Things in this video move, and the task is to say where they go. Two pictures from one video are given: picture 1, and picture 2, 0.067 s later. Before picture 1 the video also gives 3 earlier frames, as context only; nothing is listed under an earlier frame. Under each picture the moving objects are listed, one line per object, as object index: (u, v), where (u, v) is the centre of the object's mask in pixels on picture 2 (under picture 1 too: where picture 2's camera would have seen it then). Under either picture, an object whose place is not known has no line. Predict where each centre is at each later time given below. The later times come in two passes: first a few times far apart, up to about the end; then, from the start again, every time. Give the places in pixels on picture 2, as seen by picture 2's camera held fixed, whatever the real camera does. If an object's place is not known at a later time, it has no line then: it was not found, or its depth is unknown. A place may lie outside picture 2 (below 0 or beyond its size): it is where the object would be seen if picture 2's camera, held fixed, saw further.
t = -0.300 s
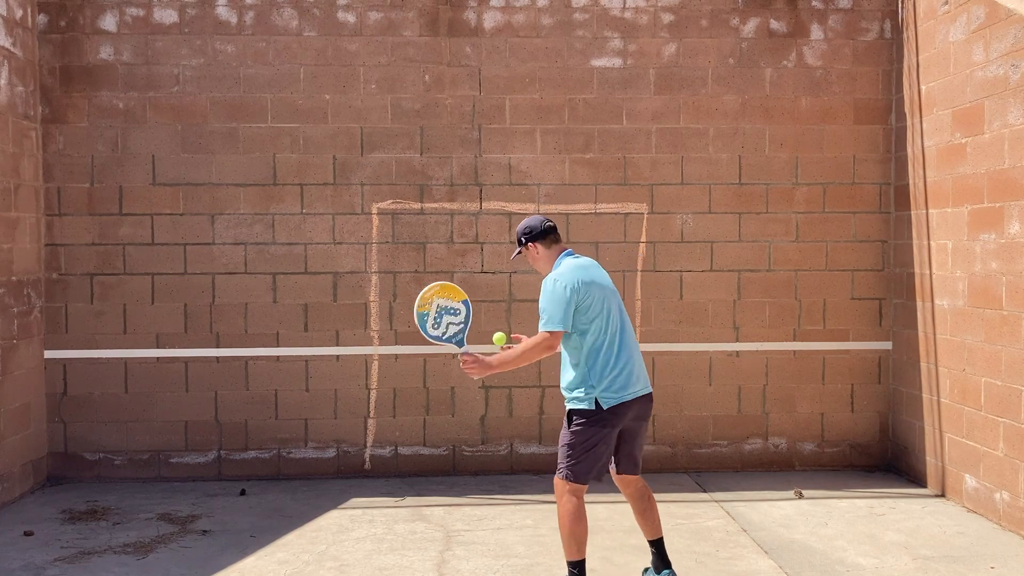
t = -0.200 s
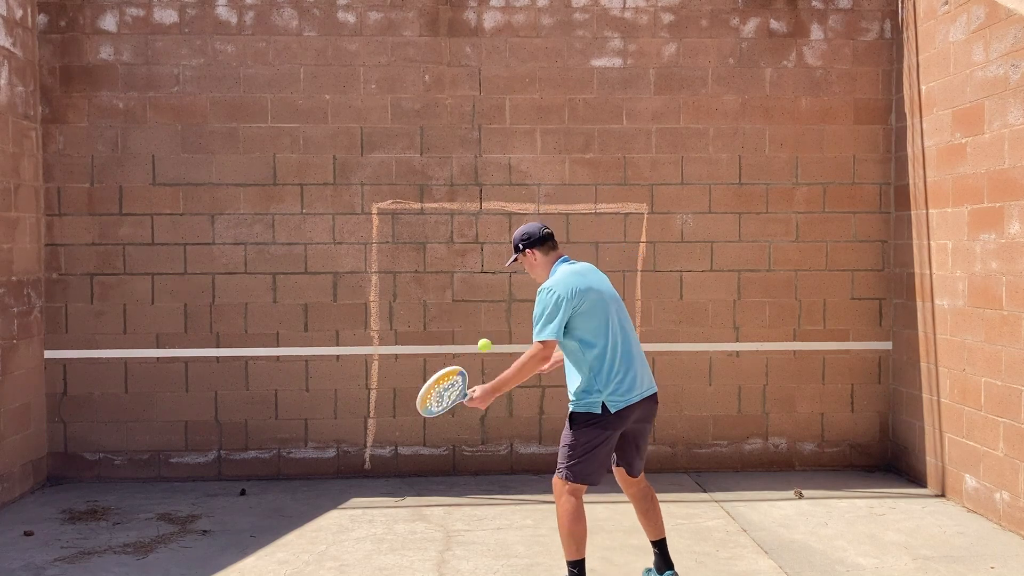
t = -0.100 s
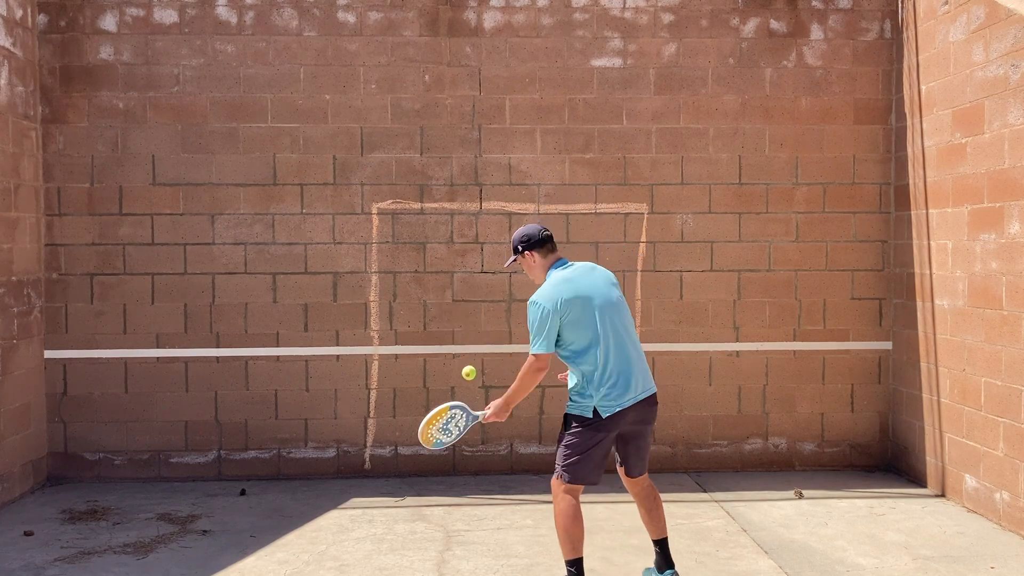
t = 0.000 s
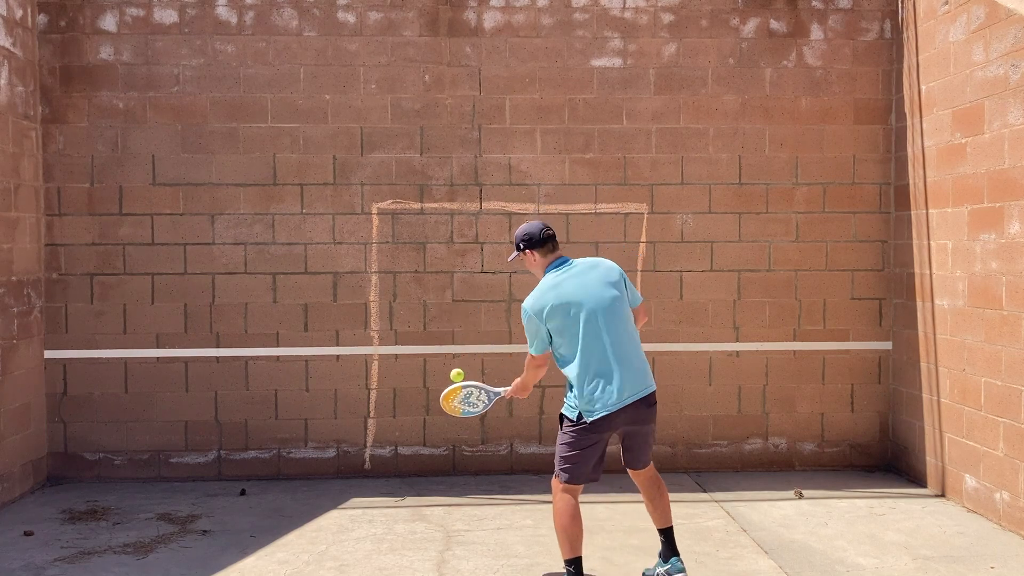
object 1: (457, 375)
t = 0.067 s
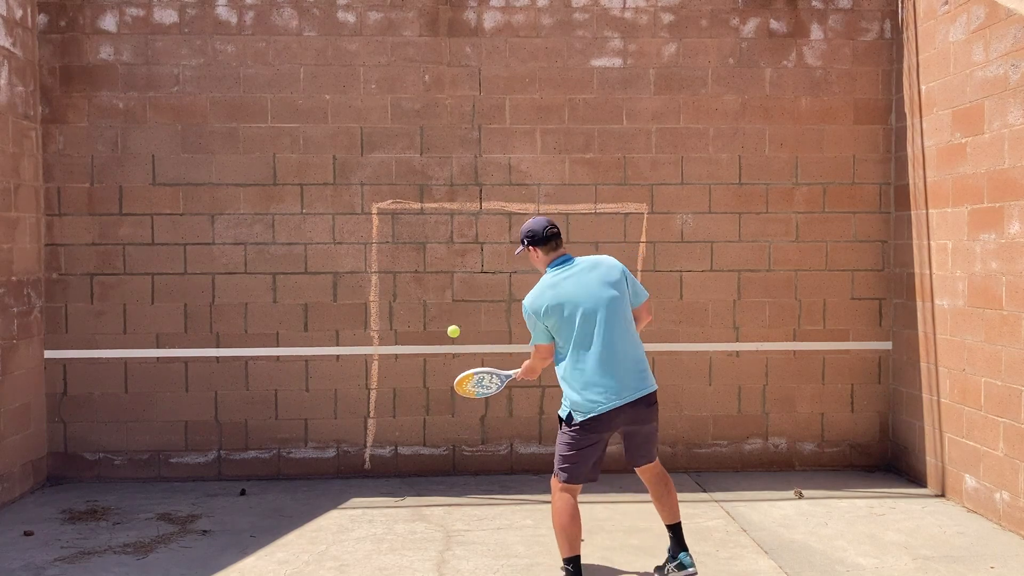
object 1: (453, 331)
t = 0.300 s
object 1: (446, 274)
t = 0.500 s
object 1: (449, 311)
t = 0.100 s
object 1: (452, 315)
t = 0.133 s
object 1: (450, 302)
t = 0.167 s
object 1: (449, 291)
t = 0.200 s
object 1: (448, 284)
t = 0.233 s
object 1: (447, 278)
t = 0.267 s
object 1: (445, 274)
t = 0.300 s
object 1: (446, 274)
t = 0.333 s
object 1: (446, 275)
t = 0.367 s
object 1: (446, 278)
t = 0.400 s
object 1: (447, 283)
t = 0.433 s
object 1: (447, 290)
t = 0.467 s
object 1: (448, 300)
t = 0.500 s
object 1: (449, 311)
